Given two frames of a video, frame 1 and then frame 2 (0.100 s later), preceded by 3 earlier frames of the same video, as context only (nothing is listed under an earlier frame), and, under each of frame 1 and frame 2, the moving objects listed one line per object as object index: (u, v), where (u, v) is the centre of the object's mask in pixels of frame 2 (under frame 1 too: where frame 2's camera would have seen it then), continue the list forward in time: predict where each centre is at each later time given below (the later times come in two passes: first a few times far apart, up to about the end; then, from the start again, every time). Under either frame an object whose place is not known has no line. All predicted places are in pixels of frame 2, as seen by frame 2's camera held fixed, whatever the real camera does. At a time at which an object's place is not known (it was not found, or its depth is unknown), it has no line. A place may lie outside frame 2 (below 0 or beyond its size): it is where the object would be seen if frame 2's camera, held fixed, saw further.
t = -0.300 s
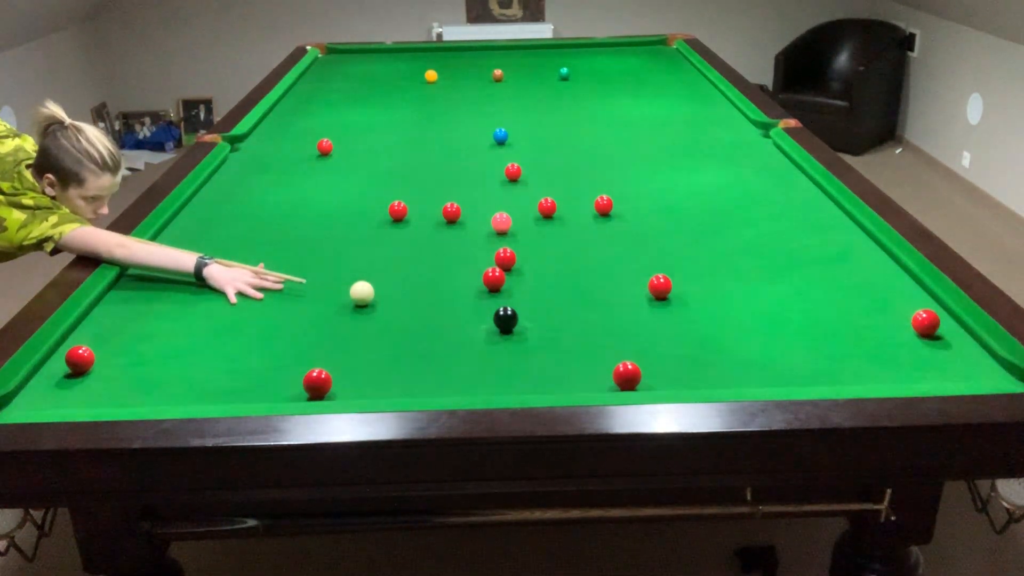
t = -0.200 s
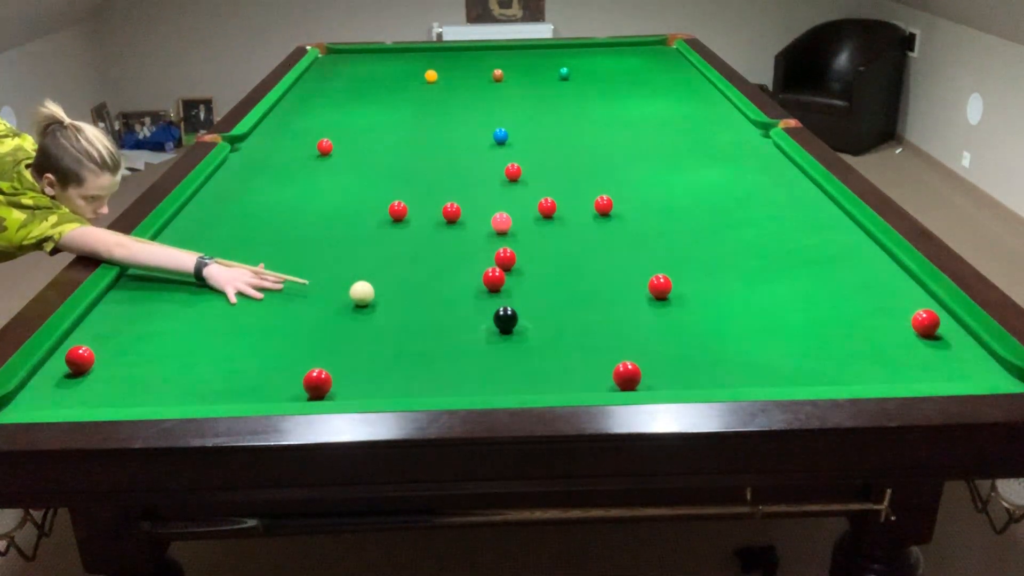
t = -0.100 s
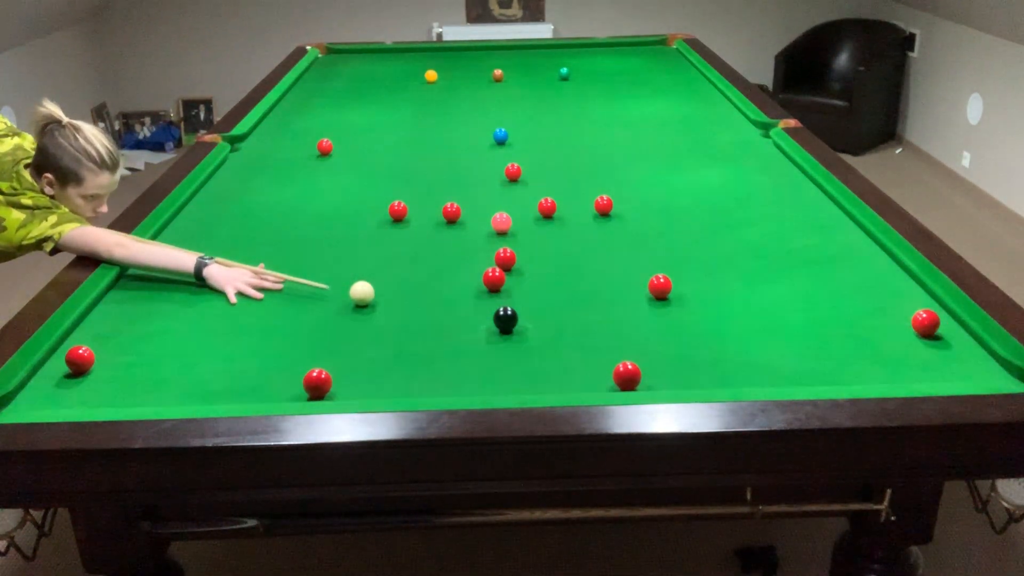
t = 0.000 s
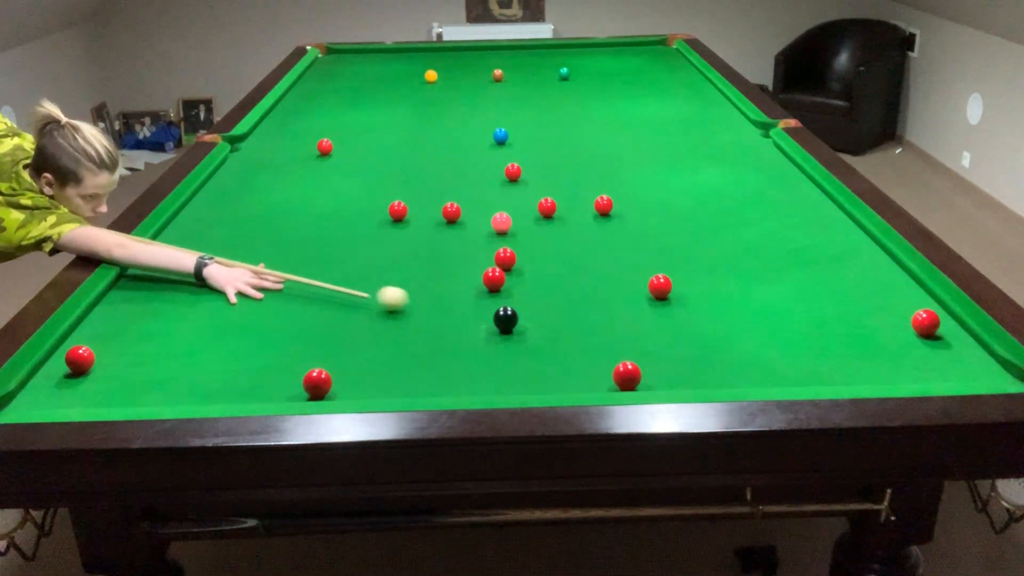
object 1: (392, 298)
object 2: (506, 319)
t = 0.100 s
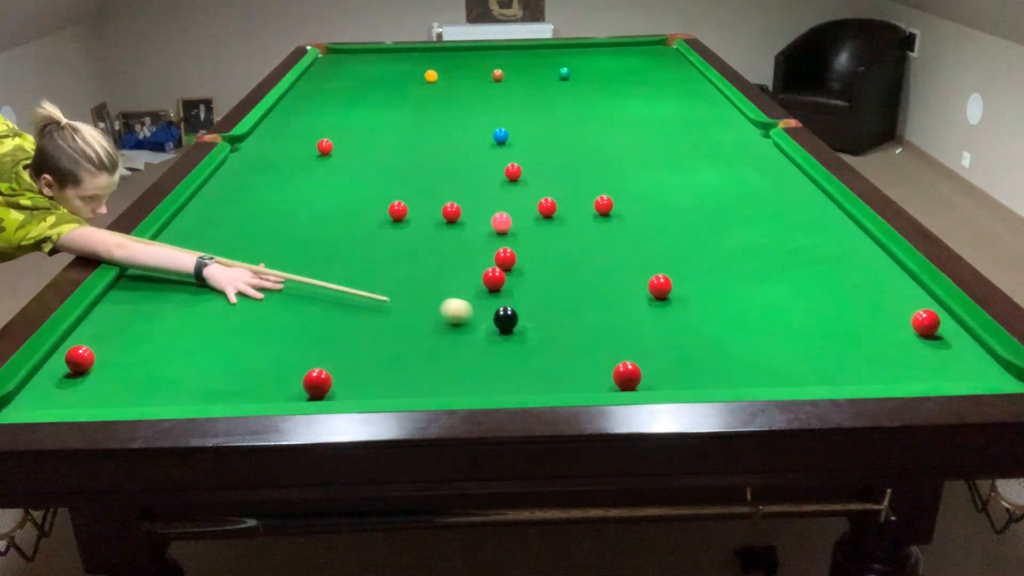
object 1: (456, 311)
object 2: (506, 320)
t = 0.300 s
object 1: (483, 322)
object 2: (584, 328)
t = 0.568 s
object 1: (488, 331)
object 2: (699, 341)
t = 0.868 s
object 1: (492, 341)
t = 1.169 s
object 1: (494, 348)
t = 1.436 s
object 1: (495, 352)
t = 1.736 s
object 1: (495, 356)
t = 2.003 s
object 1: (495, 358)
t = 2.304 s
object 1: (495, 358)
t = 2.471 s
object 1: (495, 358)
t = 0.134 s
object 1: (475, 314)
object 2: (506, 320)
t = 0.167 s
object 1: (481, 317)
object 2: (520, 321)
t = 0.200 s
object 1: (481, 318)
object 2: (537, 322)
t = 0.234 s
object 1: (482, 319)
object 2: (554, 325)
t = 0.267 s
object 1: (482, 321)
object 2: (570, 326)
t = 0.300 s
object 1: (483, 322)
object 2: (584, 328)
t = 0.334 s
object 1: (484, 323)
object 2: (598, 330)
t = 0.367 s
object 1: (485, 324)
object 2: (613, 331)
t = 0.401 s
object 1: (485, 325)
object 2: (627, 333)
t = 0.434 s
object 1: (486, 327)
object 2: (641, 334)
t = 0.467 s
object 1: (486, 328)
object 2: (655, 336)
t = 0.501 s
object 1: (487, 329)
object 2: (670, 337)
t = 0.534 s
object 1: (487, 330)
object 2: (684, 339)
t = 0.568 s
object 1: (488, 331)
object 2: (699, 341)
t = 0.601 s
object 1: (488, 332)
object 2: (713, 343)
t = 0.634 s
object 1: (489, 334)
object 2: (727, 344)
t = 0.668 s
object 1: (489, 335)
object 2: (743, 346)
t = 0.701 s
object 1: (490, 336)
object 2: (757, 347)
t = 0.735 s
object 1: (490, 337)
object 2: (772, 349)
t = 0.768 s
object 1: (491, 338)
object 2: (787, 351)
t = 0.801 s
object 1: (491, 339)
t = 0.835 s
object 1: (491, 340)
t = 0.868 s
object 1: (492, 341)
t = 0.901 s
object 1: (492, 342)
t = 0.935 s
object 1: (492, 342)
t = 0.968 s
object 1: (492, 343)
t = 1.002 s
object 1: (493, 344)
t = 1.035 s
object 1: (493, 345)
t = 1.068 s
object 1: (493, 346)
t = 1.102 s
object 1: (494, 347)
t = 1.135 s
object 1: (494, 347)
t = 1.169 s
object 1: (494, 348)
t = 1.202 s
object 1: (494, 349)
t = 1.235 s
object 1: (494, 349)
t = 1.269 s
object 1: (495, 350)
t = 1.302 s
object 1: (495, 351)
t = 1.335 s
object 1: (495, 351)
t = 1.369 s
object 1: (495, 352)
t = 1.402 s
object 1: (495, 352)
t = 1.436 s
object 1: (495, 352)
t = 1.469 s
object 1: (495, 353)
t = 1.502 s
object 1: (495, 354)
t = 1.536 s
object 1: (495, 354)
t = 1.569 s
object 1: (495, 355)
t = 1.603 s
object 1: (495, 355)
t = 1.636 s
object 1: (495, 355)
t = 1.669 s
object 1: (495, 356)
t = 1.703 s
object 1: (495, 356)
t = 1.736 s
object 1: (495, 356)
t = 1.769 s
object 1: (495, 357)
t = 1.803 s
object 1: (495, 357)
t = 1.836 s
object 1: (495, 357)
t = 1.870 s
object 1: (495, 357)
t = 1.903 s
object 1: (495, 357)
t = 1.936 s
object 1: (495, 357)
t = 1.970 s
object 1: (495, 358)
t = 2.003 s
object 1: (495, 358)
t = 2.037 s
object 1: (495, 358)
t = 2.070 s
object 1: (495, 358)
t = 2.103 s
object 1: (495, 358)
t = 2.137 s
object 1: (495, 358)
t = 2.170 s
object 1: (495, 358)
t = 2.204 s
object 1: (495, 358)
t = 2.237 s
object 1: (495, 358)
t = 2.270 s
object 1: (495, 358)
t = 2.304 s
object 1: (495, 358)
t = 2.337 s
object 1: (495, 358)
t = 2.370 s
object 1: (495, 358)
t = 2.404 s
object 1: (495, 358)
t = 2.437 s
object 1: (495, 358)
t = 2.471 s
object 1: (495, 358)
